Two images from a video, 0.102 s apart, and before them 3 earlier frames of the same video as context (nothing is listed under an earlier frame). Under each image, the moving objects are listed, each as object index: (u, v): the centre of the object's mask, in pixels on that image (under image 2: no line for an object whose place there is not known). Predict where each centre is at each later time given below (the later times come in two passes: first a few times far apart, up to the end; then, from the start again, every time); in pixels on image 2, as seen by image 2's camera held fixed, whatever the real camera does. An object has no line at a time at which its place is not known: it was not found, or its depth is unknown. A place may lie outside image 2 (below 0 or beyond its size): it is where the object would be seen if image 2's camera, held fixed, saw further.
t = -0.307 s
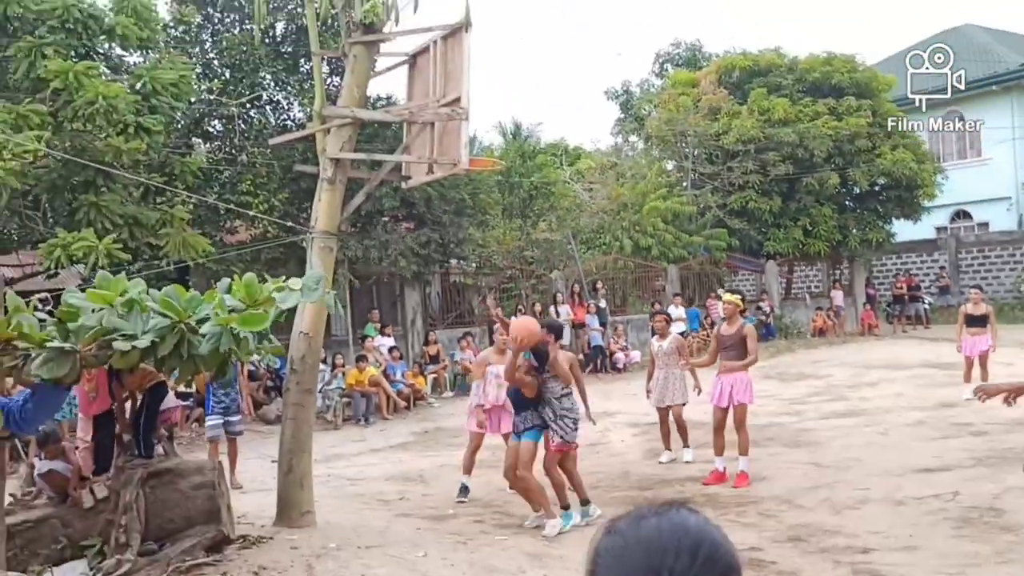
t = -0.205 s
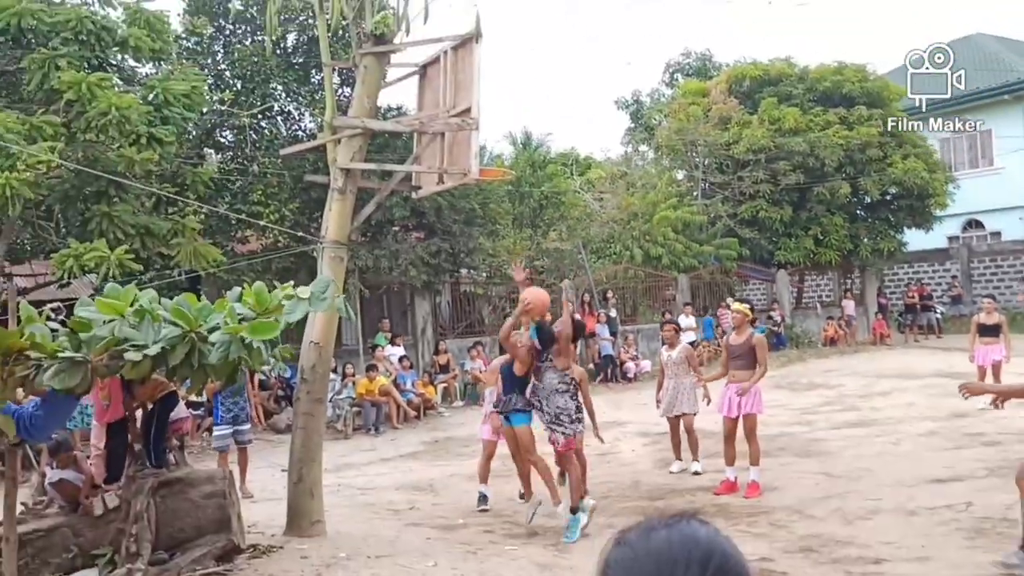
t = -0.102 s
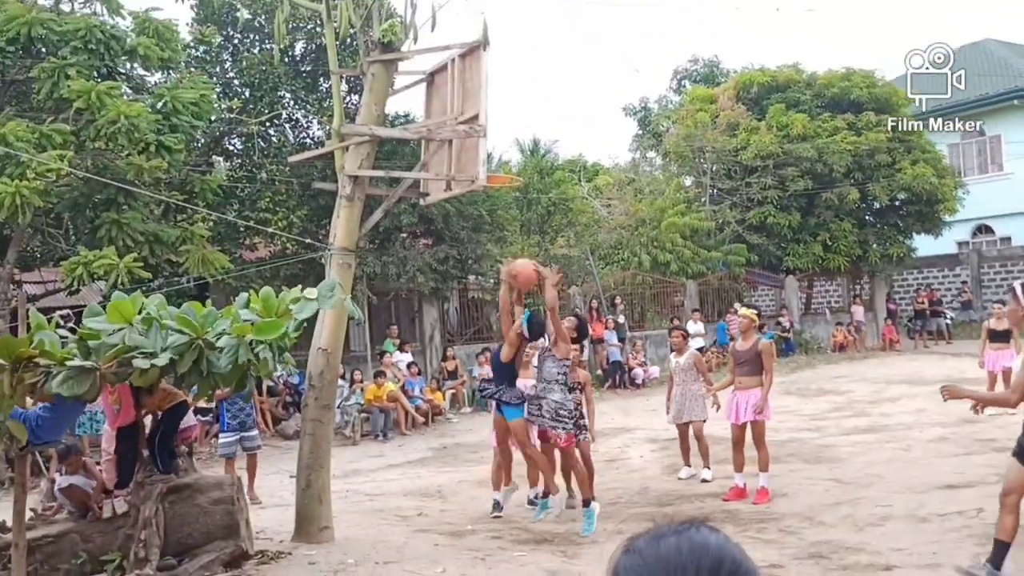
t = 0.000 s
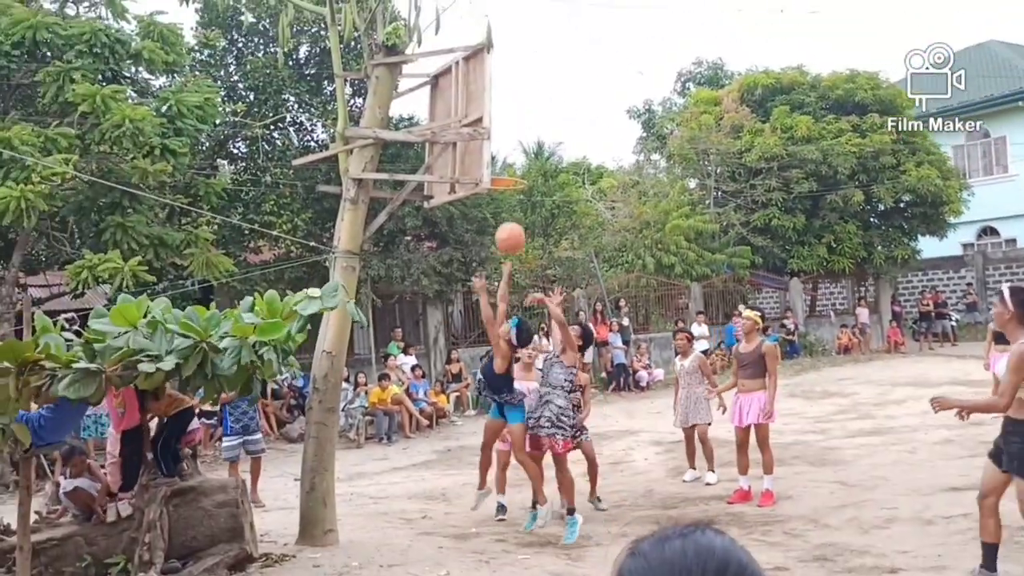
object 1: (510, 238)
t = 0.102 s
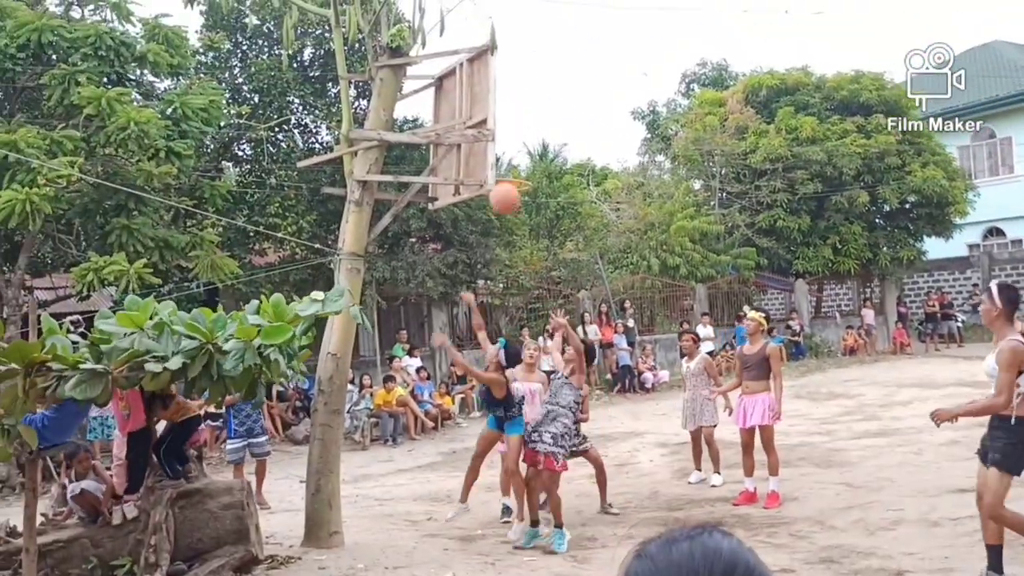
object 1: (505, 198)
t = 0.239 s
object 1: (492, 163)
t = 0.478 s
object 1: (473, 153)
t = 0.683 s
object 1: (460, 201)
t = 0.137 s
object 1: (502, 188)
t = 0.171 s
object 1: (498, 179)
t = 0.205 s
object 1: (494, 169)
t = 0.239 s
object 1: (492, 163)
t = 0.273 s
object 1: (489, 157)
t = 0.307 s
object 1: (486, 153)
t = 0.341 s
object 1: (484, 150)
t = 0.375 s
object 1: (480, 148)
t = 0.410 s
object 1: (477, 148)
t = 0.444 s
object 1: (475, 150)
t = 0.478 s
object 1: (473, 153)
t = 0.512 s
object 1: (471, 157)
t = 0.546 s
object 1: (467, 163)
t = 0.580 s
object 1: (466, 170)
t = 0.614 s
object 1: (463, 179)
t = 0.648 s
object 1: (461, 190)
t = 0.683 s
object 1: (460, 201)
